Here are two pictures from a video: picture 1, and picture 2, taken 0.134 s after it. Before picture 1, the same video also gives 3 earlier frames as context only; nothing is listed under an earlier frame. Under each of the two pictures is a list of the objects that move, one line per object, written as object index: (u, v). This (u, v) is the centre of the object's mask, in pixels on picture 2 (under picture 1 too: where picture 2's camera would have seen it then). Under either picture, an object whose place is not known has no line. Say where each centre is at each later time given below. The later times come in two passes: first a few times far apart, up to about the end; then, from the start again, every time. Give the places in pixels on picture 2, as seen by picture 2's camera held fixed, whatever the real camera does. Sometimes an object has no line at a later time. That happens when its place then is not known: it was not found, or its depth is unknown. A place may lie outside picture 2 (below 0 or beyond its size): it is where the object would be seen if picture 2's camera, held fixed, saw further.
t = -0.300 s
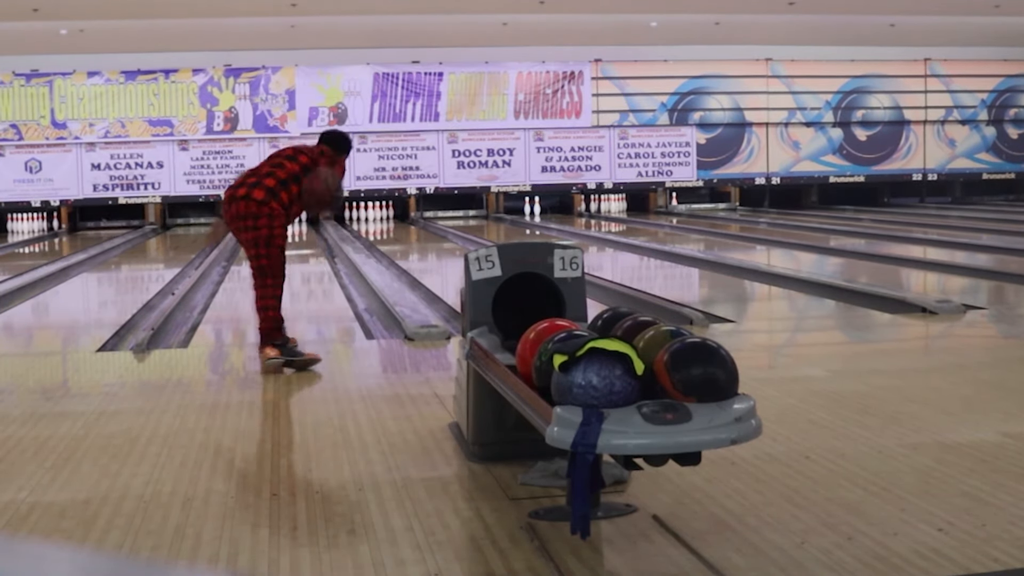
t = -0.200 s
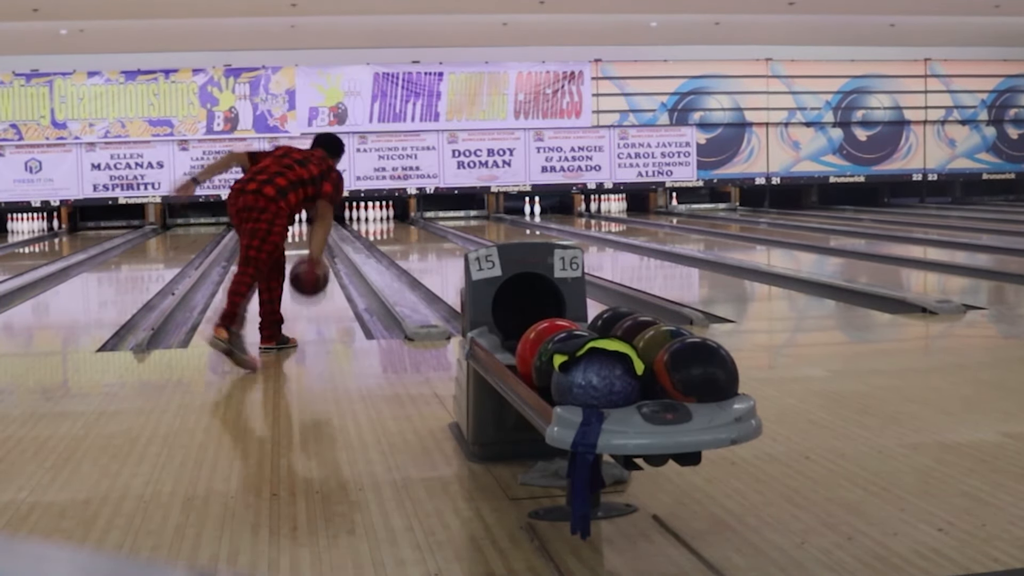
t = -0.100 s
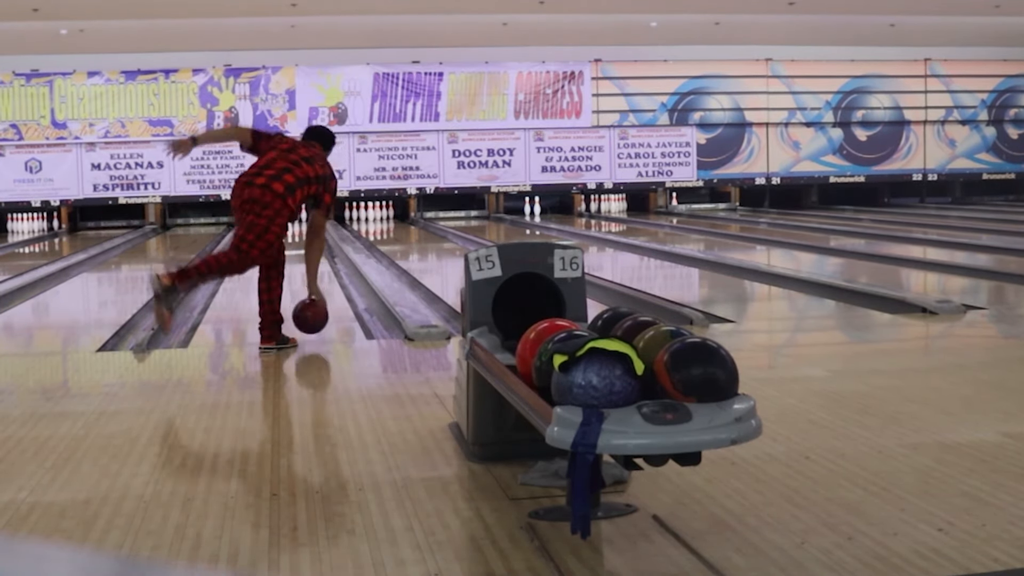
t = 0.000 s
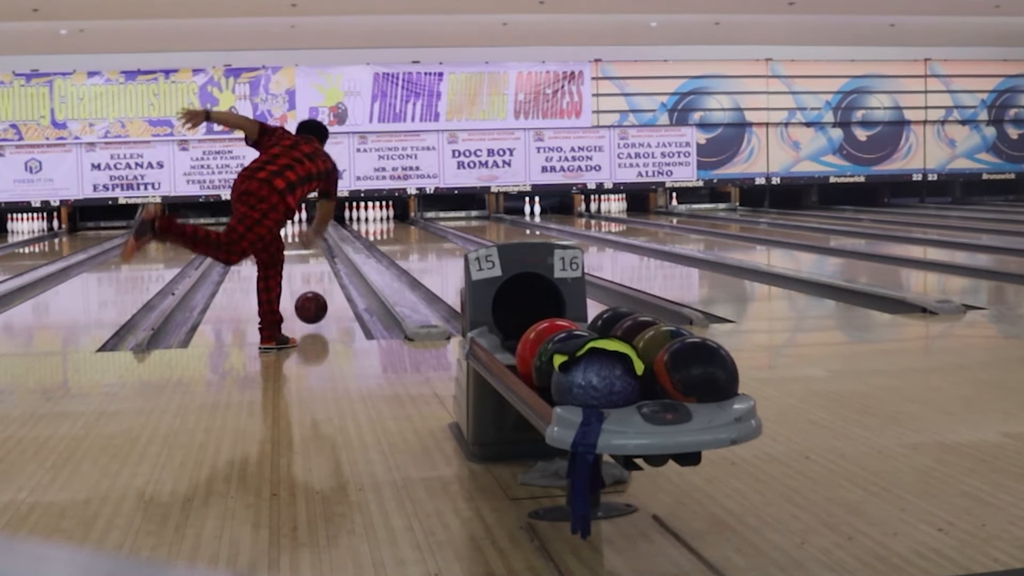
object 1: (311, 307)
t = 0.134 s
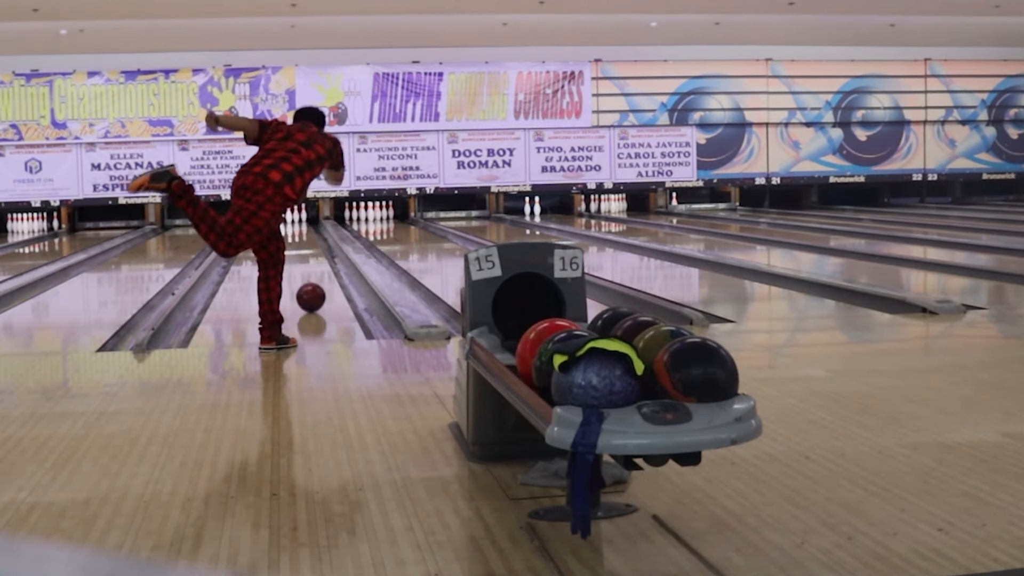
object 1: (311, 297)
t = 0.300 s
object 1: (310, 283)
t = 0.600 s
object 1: (309, 264)
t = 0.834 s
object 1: (310, 254)
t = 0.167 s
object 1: (311, 294)
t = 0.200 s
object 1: (310, 291)
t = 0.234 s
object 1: (310, 288)
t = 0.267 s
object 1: (310, 285)
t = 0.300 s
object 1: (310, 283)
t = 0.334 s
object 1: (310, 280)
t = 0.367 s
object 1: (310, 278)
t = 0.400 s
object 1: (310, 276)
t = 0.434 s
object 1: (310, 273)
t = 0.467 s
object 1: (309, 271)
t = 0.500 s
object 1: (309, 269)
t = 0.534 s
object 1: (309, 267)
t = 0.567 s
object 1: (309, 266)
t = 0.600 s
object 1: (309, 264)
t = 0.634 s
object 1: (309, 262)
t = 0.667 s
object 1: (308, 261)
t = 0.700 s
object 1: (308, 259)
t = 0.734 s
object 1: (308, 257)
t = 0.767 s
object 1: (308, 256)
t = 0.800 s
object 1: (308, 255)
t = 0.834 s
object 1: (310, 254)
